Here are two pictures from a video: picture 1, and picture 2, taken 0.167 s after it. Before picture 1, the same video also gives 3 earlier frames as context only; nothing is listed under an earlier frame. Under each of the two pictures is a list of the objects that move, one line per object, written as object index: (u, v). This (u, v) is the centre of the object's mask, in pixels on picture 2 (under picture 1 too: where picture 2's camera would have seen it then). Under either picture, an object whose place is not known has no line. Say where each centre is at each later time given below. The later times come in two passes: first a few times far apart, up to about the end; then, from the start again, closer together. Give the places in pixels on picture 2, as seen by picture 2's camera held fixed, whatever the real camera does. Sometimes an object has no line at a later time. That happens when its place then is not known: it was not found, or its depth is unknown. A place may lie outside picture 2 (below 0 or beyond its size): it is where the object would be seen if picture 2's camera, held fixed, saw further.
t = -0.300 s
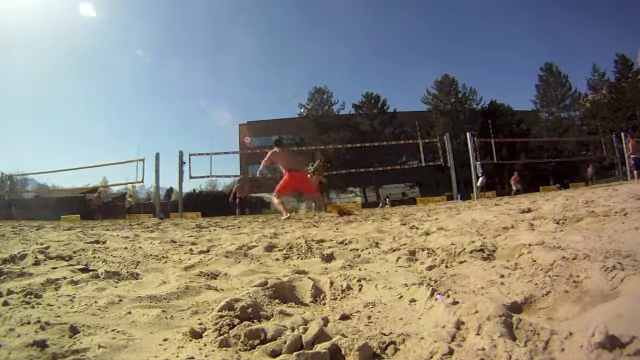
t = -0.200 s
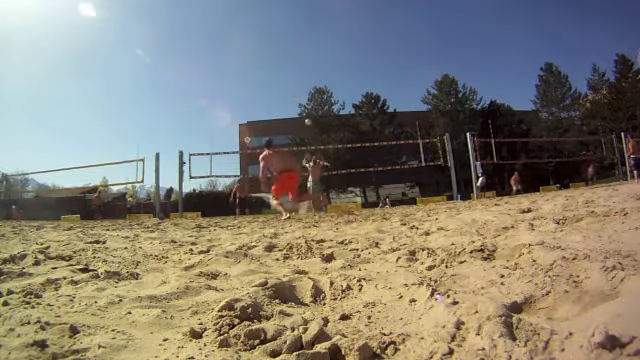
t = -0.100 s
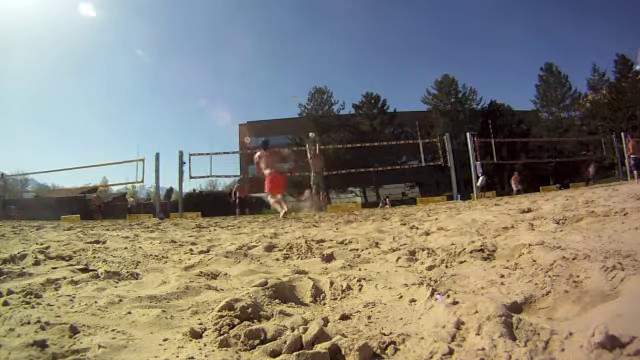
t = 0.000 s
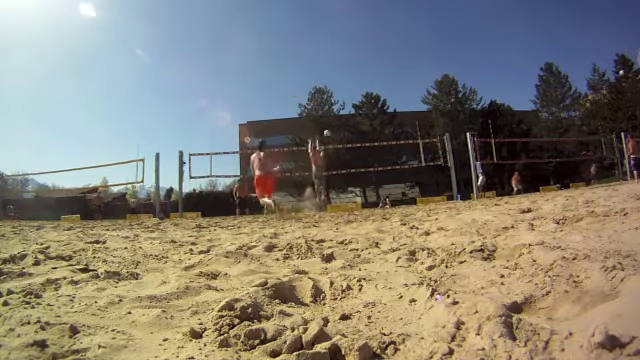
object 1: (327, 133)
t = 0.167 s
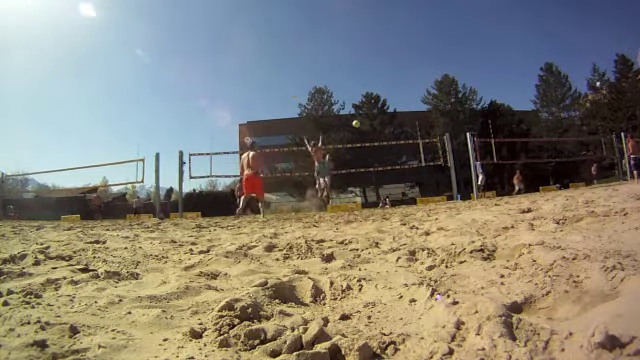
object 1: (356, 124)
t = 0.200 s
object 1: (362, 123)
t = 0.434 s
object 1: (410, 125)
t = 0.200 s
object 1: (362, 123)
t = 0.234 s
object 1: (368, 121)
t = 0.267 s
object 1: (375, 121)
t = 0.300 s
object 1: (381, 121)
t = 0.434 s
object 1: (410, 125)
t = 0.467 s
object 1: (418, 127)
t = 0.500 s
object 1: (426, 129)
